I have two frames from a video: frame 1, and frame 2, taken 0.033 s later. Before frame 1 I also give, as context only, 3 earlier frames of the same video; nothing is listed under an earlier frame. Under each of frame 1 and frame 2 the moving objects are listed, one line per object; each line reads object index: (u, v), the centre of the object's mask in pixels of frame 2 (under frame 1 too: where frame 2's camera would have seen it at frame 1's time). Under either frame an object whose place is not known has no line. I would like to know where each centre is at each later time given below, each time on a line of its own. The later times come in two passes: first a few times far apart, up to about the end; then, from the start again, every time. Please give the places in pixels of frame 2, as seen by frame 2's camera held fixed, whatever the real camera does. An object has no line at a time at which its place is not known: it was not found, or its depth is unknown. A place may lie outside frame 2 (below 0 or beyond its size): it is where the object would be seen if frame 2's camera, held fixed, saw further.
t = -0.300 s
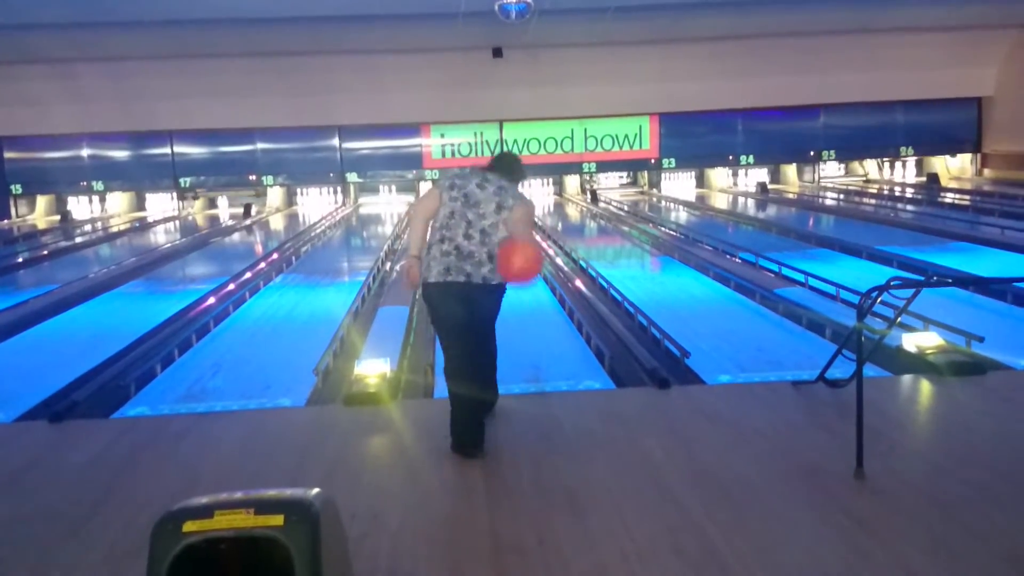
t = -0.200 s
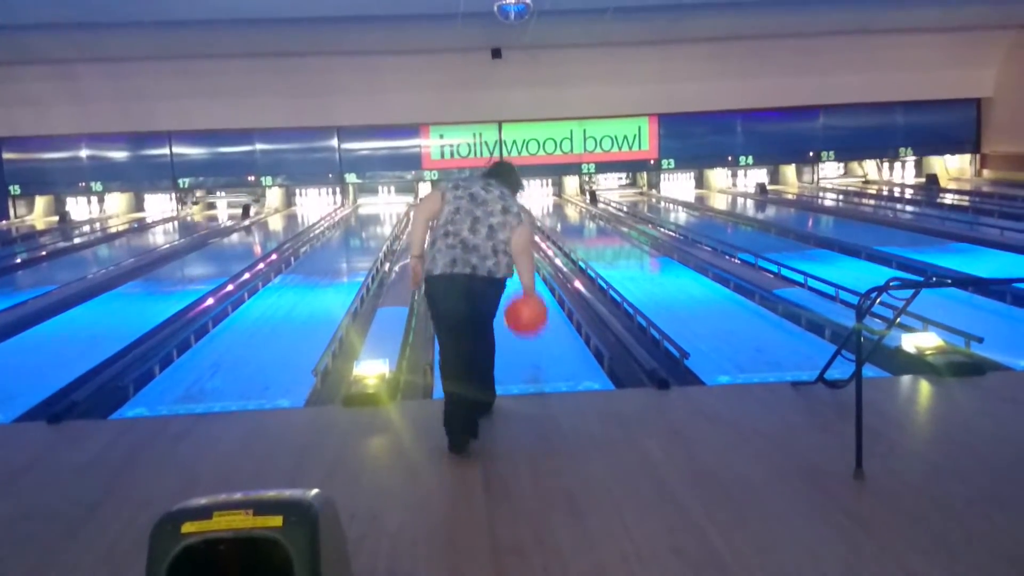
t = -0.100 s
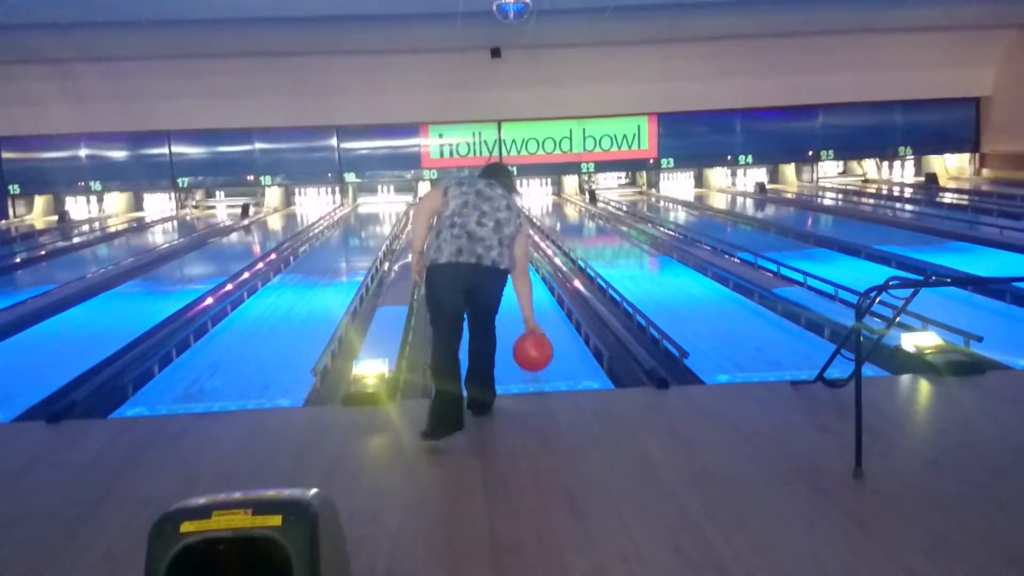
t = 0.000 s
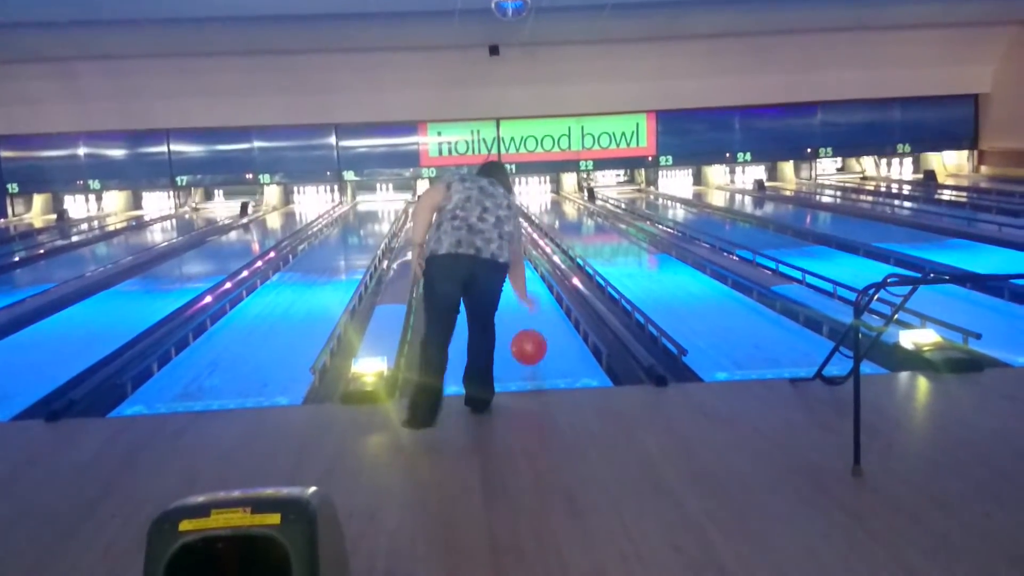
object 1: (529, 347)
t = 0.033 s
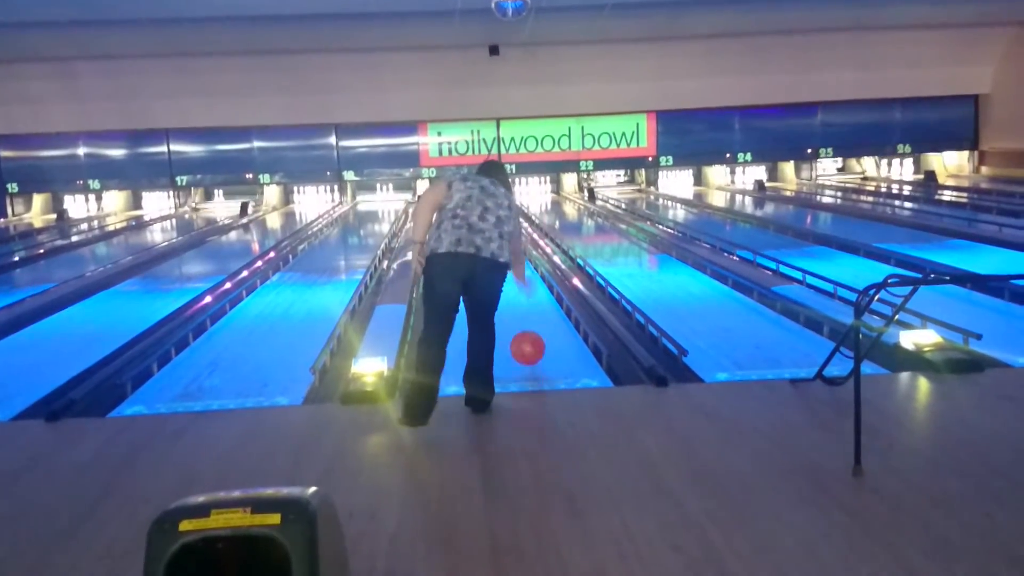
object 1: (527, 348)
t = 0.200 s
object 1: (520, 329)
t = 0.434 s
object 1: (513, 298)
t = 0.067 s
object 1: (526, 350)
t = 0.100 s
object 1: (524, 346)
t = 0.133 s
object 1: (523, 338)
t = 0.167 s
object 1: (522, 332)
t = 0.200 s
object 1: (520, 329)
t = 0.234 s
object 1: (519, 324)
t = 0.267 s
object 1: (518, 320)
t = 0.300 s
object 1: (516, 315)
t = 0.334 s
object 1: (515, 311)
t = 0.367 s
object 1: (514, 306)
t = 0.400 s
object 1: (513, 302)
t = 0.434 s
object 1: (513, 298)
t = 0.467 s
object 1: (512, 295)
